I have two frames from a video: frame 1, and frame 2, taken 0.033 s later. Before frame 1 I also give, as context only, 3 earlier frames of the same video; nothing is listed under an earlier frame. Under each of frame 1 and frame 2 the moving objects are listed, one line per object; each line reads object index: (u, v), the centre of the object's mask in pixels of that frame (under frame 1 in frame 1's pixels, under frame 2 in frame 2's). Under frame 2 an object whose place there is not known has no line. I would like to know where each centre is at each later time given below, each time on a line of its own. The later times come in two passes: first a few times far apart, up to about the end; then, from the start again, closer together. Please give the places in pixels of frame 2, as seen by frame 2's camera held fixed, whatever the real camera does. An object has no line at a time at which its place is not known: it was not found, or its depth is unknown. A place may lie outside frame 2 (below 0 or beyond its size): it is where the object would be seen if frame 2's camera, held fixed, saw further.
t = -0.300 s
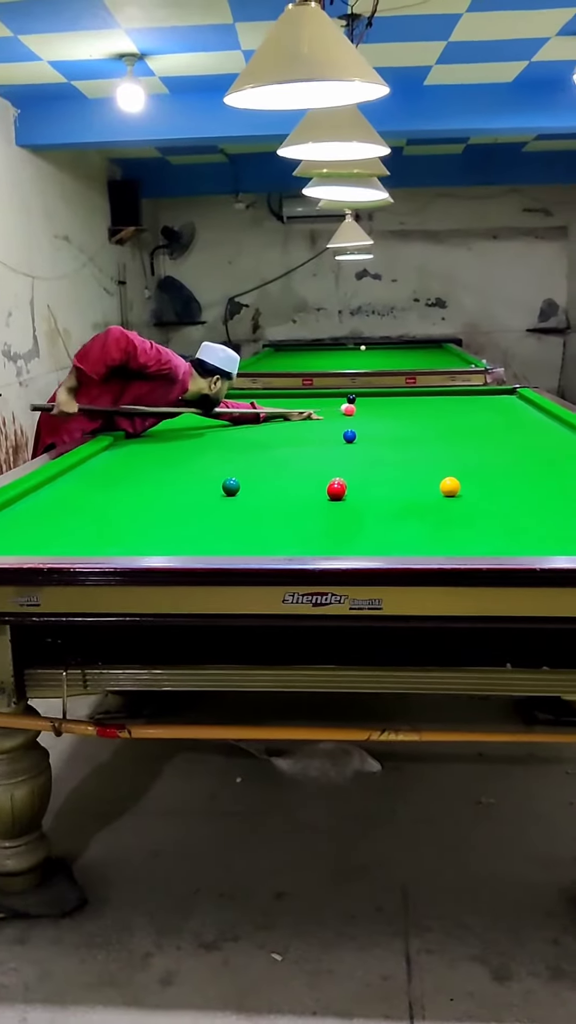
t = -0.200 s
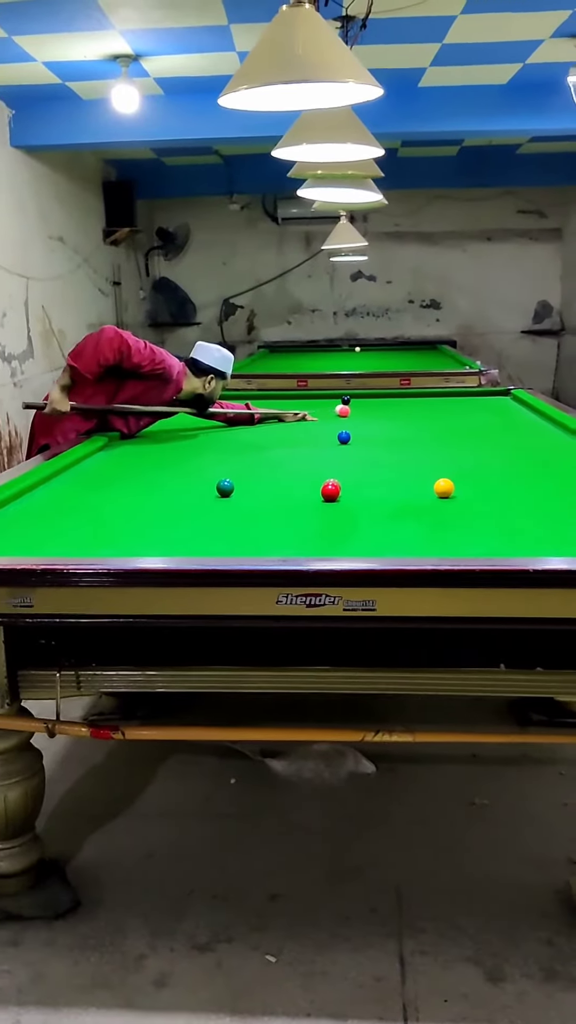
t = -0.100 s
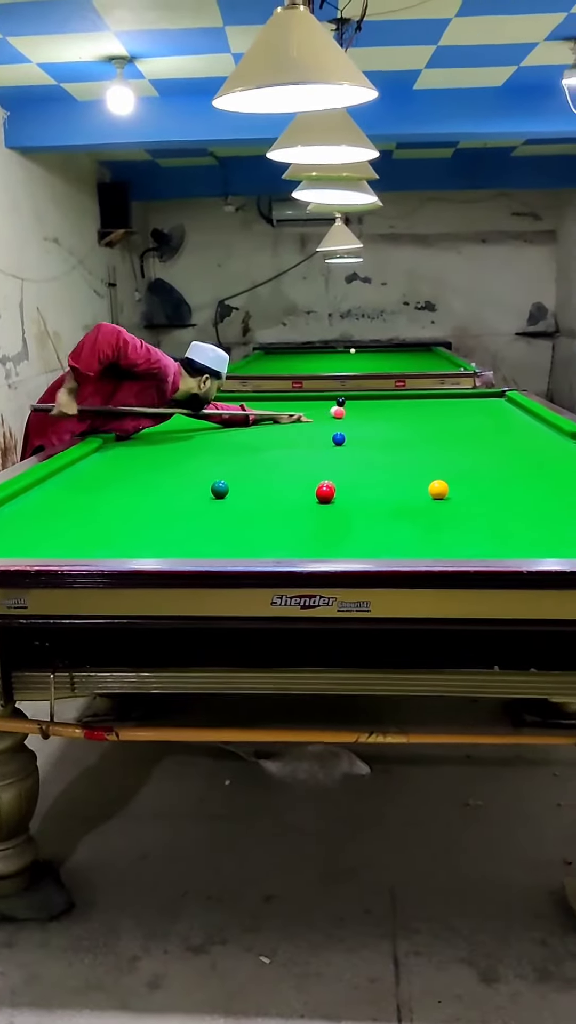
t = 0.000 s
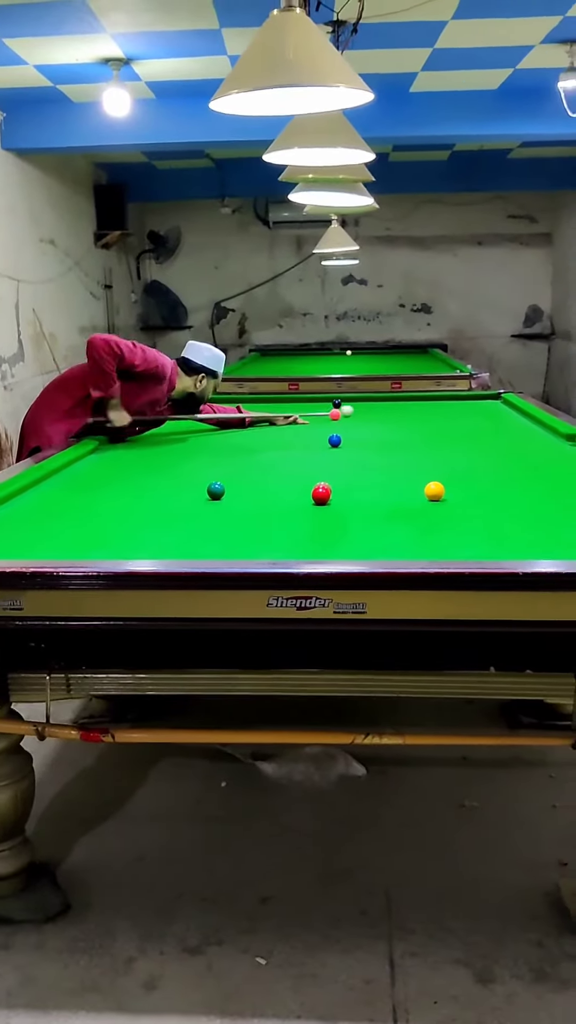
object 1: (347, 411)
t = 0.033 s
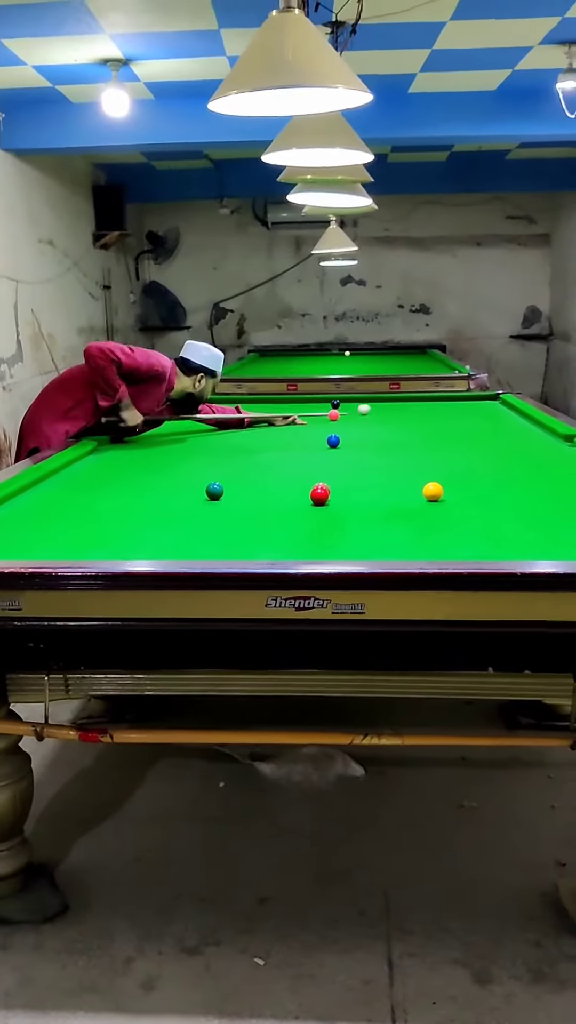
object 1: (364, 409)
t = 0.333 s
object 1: (489, 399)
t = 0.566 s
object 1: (456, 408)
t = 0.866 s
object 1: (388, 421)
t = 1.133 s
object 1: (315, 435)
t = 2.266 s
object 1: (78, 519)
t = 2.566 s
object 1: (118, 543)
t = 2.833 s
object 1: (171, 542)
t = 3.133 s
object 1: (227, 525)
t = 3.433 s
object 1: (272, 510)
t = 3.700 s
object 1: (305, 499)
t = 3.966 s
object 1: (303, 495)
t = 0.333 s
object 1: (489, 399)
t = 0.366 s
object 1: (497, 400)
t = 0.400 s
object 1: (490, 401)
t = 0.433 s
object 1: (483, 403)
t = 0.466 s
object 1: (476, 403)
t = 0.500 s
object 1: (469, 405)
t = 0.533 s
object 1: (463, 406)
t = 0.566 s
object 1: (456, 408)
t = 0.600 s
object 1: (449, 409)
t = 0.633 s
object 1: (442, 410)
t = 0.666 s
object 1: (434, 412)
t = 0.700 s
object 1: (427, 413)
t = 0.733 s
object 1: (419, 415)
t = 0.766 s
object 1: (412, 416)
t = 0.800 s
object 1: (404, 418)
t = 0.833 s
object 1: (396, 419)
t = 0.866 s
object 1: (388, 421)
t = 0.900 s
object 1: (379, 422)
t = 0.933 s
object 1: (371, 424)
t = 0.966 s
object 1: (362, 426)
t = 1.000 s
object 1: (353, 427)
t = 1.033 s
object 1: (344, 429)
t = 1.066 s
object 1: (334, 430)
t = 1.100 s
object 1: (324, 432)
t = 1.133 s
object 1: (315, 435)
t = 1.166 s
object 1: (305, 437)
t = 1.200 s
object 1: (294, 439)
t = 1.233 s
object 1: (284, 441)
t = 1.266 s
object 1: (273, 443)
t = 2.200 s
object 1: (70, 514)
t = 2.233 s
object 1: (74, 516)
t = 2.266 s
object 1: (78, 519)
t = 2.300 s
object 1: (82, 522)
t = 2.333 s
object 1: (86, 524)
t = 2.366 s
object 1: (90, 527)
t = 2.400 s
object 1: (95, 530)
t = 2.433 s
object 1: (99, 533)
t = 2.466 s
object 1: (104, 536)
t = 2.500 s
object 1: (109, 539)
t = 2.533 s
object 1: (113, 541)
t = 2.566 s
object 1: (118, 543)
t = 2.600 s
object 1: (123, 545)
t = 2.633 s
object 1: (129, 547)
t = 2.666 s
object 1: (134, 549)
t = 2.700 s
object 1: (141, 548)
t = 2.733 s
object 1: (149, 547)
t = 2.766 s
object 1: (157, 545)
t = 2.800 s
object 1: (164, 544)
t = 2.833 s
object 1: (171, 542)
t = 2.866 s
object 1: (178, 541)
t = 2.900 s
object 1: (185, 539)
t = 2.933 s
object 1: (191, 537)
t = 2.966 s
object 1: (198, 535)
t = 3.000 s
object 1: (204, 533)
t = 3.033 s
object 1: (210, 531)
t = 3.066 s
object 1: (216, 529)
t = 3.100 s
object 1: (222, 527)
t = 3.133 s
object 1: (227, 525)
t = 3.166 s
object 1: (233, 523)
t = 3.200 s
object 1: (238, 521)
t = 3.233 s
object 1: (243, 519)
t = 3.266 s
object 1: (249, 518)
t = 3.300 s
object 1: (254, 516)
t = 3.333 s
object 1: (258, 514)
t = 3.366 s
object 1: (263, 513)
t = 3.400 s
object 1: (268, 511)
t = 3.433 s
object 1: (272, 510)
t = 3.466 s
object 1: (277, 508)
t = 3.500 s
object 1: (281, 507)
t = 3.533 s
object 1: (285, 505)
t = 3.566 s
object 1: (289, 504)
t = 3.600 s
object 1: (293, 503)
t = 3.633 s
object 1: (297, 501)
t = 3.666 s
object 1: (301, 500)
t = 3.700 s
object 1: (305, 499)
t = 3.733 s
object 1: (305, 498)
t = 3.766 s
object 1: (304, 498)
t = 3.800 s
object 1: (304, 497)
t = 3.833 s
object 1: (304, 497)
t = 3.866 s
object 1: (303, 496)
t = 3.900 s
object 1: (303, 496)
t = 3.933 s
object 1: (303, 495)
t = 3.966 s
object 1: (303, 495)
